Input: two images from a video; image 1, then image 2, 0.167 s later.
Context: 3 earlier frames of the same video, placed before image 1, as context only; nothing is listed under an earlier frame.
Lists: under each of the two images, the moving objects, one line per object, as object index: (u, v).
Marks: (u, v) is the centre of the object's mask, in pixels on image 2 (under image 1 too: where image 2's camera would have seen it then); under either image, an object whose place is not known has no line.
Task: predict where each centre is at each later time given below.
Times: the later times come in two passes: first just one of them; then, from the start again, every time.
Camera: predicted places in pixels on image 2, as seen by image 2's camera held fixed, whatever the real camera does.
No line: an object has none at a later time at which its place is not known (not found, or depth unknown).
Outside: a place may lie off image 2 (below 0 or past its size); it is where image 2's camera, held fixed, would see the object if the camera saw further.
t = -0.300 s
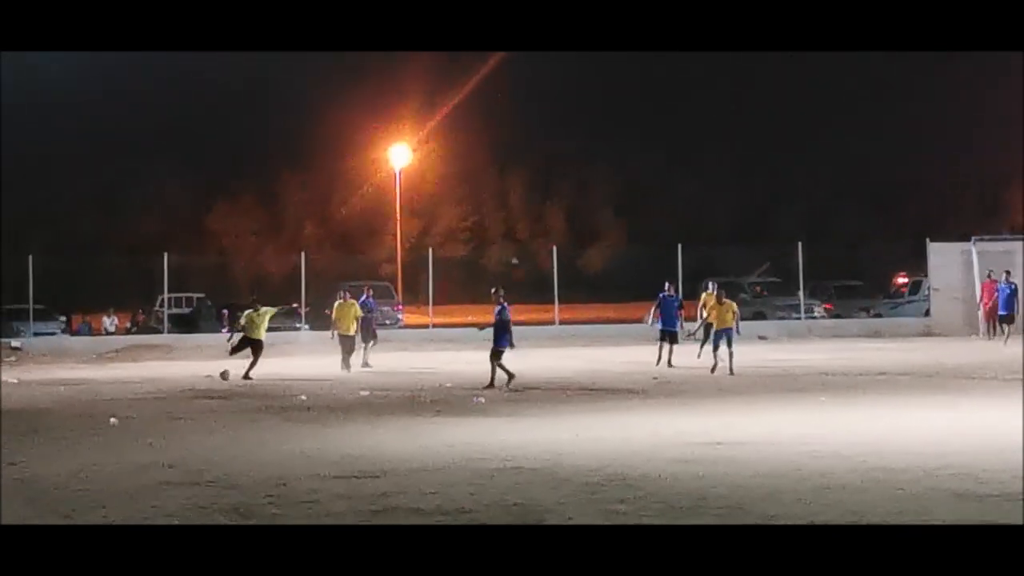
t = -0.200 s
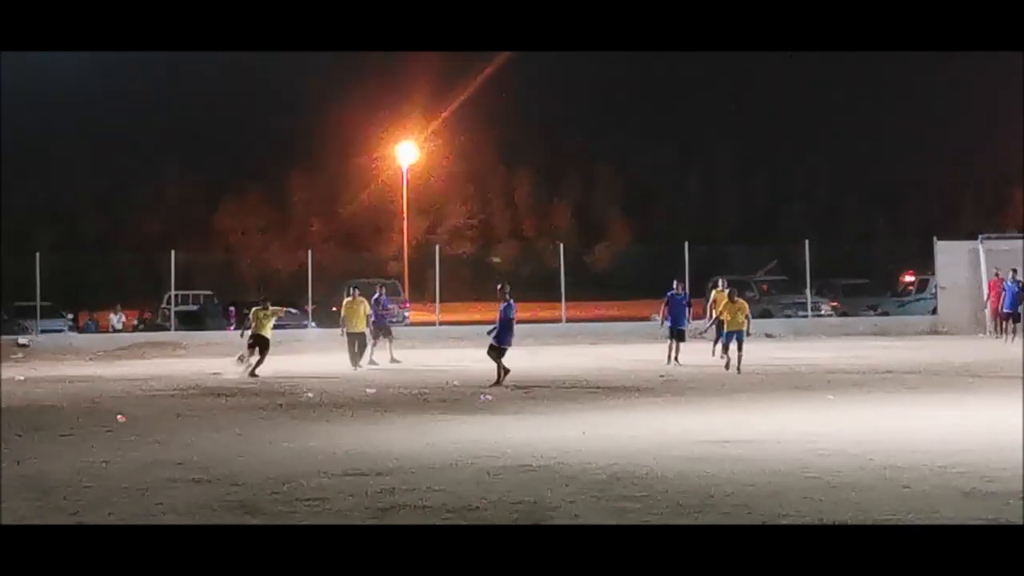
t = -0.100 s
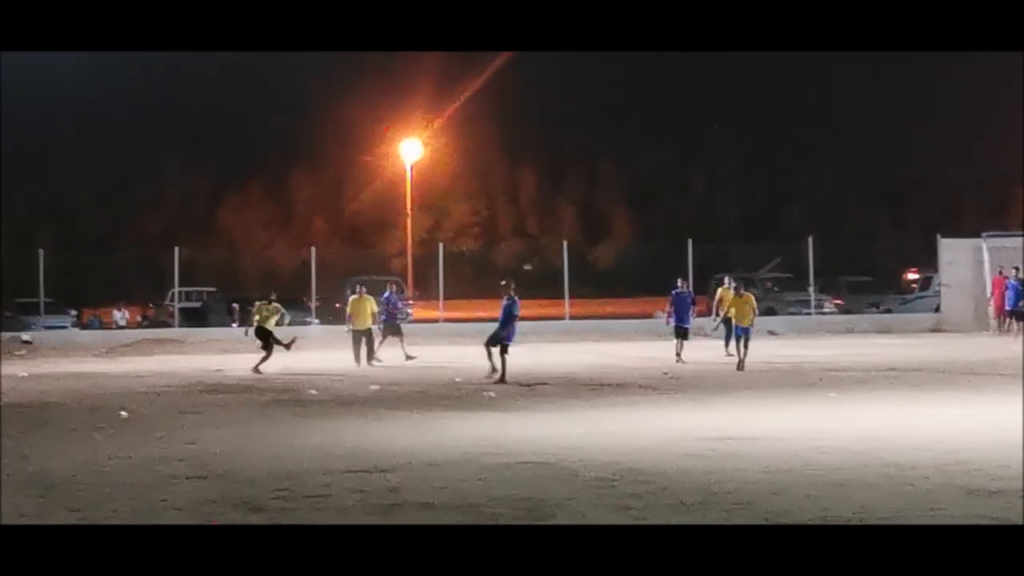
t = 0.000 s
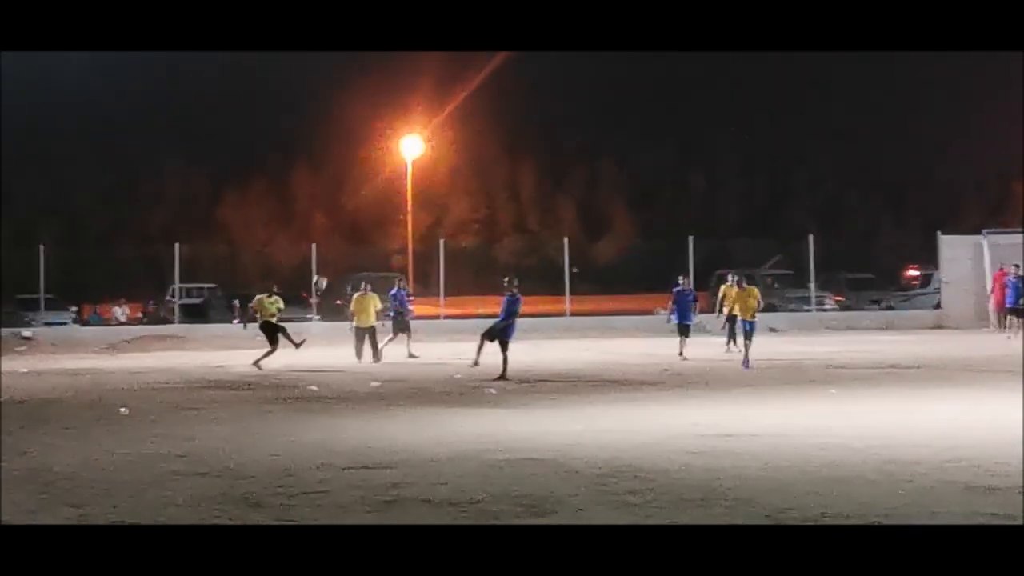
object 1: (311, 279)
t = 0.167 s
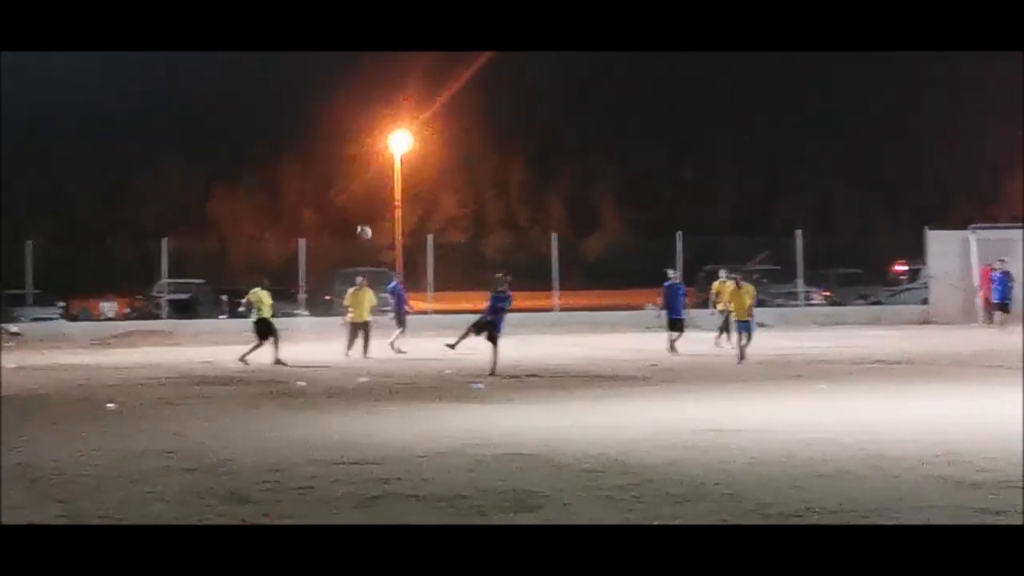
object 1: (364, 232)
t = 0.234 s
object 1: (380, 218)
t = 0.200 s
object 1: (371, 225)
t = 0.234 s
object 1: (380, 218)
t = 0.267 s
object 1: (388, 212)
